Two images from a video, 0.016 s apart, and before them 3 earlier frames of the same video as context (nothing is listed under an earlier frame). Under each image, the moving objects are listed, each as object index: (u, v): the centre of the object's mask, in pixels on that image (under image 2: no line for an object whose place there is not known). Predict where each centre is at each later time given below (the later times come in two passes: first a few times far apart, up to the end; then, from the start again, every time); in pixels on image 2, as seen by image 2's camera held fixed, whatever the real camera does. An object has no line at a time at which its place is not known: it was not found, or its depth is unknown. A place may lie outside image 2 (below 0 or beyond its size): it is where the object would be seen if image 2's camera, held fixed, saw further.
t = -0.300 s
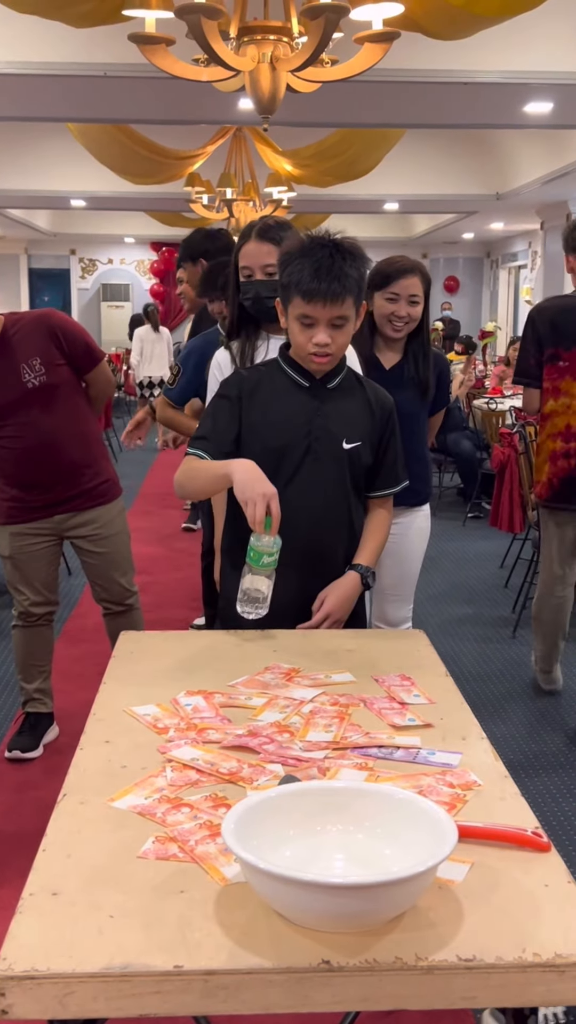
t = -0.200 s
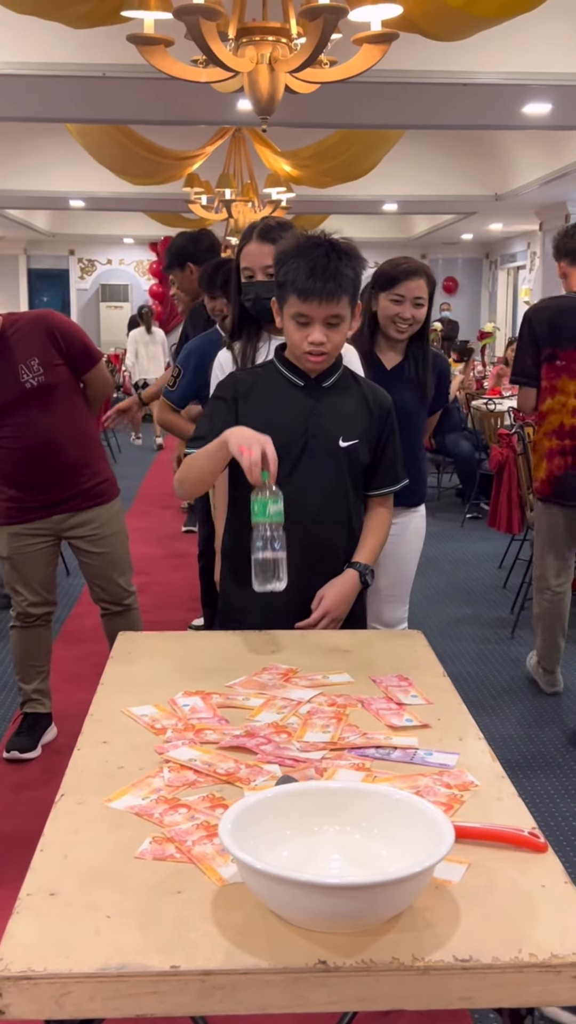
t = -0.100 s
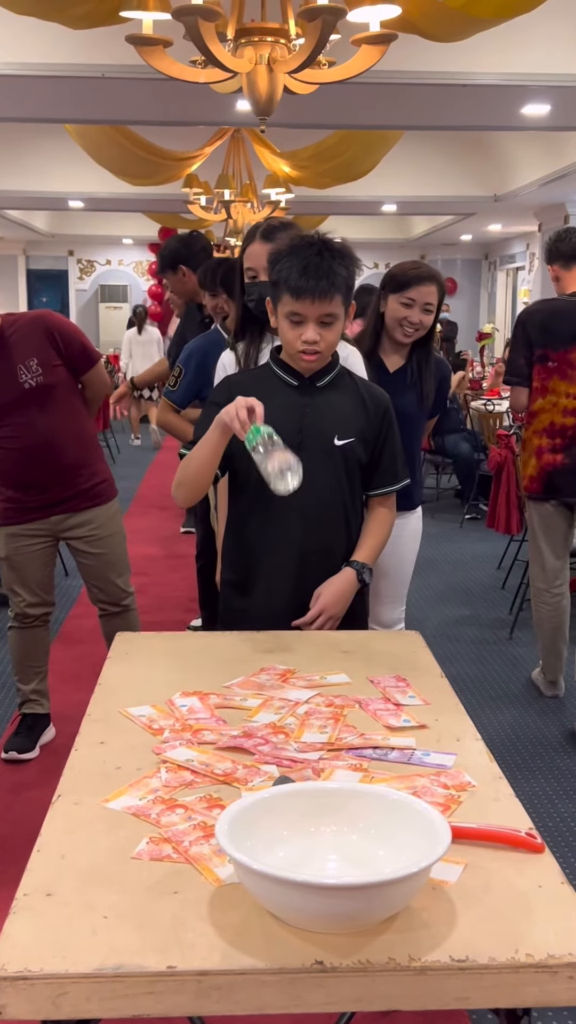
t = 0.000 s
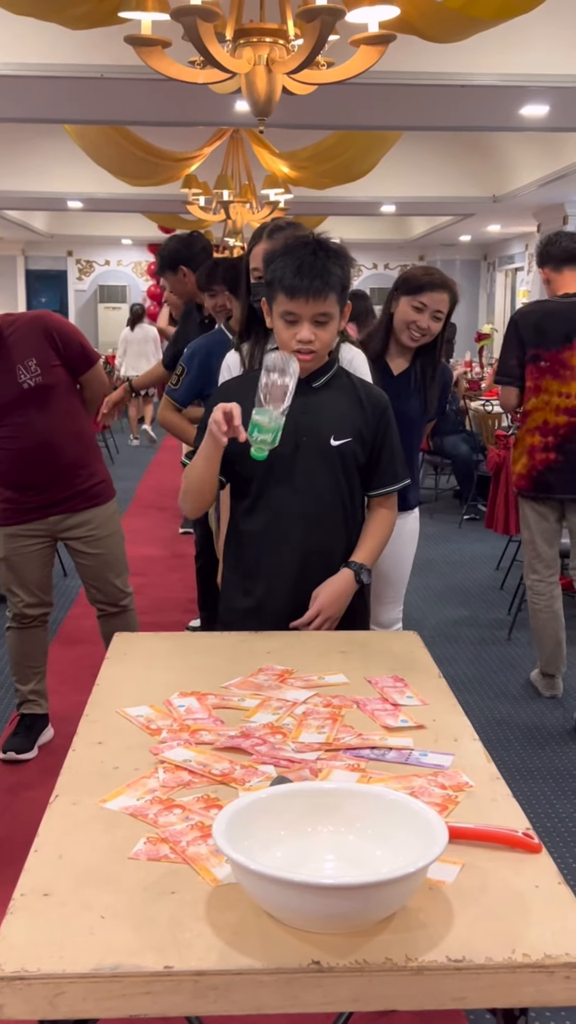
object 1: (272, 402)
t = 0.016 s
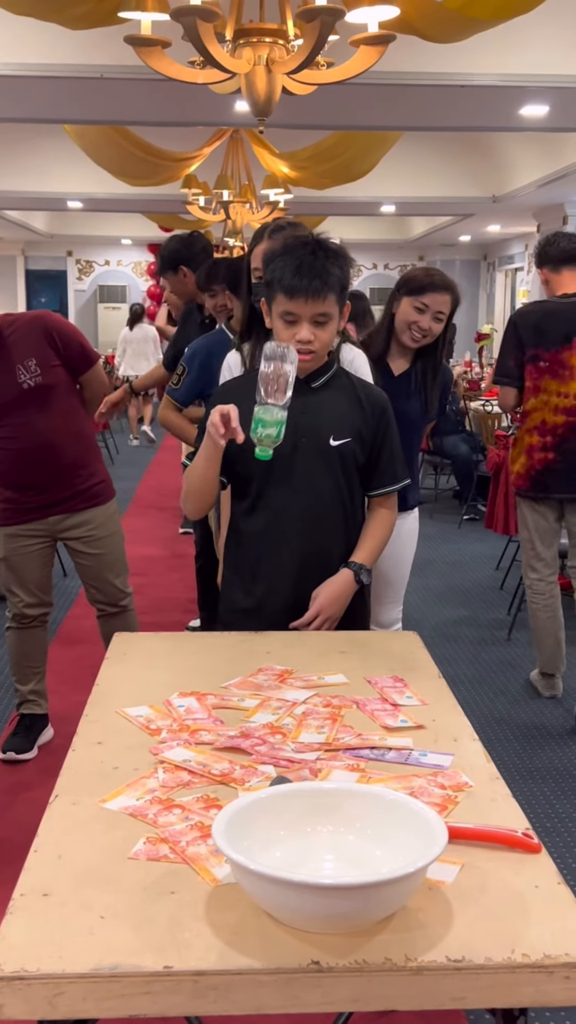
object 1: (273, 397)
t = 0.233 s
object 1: (281, 397)
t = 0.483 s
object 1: (278, 631)
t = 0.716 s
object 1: (287, 630)
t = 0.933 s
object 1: (291, 629)
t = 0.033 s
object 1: (274, 392)
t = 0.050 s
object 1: (276, 387)
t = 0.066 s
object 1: (278, 381)
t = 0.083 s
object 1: (280, 376)
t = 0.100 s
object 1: (281, 372)
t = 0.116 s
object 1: (282, 369)
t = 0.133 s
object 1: (282, 367)
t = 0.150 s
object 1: (282, 368)
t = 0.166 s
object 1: (283, 371)
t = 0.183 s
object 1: (282, 374)
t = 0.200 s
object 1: (281, 379)
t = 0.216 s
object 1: (282, 388)
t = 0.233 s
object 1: (281, 397)
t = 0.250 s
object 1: (280, 408)
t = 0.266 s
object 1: (280, 421)
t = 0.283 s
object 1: (279, 435)
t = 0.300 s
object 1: (279, 450)
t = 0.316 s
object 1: (279, 467)
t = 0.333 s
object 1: (278, 485)
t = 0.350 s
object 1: (278, 505)
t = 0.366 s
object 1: (278, 526)
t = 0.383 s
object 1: (277, 548)
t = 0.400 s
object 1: (277, 571)
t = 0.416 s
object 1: (276, 595)
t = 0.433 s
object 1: (278, 615)
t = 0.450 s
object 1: (276, 628)
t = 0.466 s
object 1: (276, 630)
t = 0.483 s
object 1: (278, 631)
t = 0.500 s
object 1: (279, 631)
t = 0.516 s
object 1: (279, 631)
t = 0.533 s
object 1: (280, 631)
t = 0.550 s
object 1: (281, 631)
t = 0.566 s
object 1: (282, 631)
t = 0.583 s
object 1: (283, 631)
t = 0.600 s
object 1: (284, 630)
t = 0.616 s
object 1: (284, 630)
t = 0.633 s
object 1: (285, 630)
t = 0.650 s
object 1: (285, 630)
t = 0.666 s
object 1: (286, 630)
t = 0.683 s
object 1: (286, 630)
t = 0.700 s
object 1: (286, 630)
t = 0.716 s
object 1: (287, 630)
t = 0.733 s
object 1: (287, 630)
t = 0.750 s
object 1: (287, 630)
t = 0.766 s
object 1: (288, 630)
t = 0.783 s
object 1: (288, 630)
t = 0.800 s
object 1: (288, 630)
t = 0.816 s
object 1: (288, 630)
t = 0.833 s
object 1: (289, 630)
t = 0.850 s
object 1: (289, 630)
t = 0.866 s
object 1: (290, 630)
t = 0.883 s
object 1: (290, 629)
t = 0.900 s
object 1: (290, 629)
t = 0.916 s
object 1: (291, 629)
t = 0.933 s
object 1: (291, 629)
